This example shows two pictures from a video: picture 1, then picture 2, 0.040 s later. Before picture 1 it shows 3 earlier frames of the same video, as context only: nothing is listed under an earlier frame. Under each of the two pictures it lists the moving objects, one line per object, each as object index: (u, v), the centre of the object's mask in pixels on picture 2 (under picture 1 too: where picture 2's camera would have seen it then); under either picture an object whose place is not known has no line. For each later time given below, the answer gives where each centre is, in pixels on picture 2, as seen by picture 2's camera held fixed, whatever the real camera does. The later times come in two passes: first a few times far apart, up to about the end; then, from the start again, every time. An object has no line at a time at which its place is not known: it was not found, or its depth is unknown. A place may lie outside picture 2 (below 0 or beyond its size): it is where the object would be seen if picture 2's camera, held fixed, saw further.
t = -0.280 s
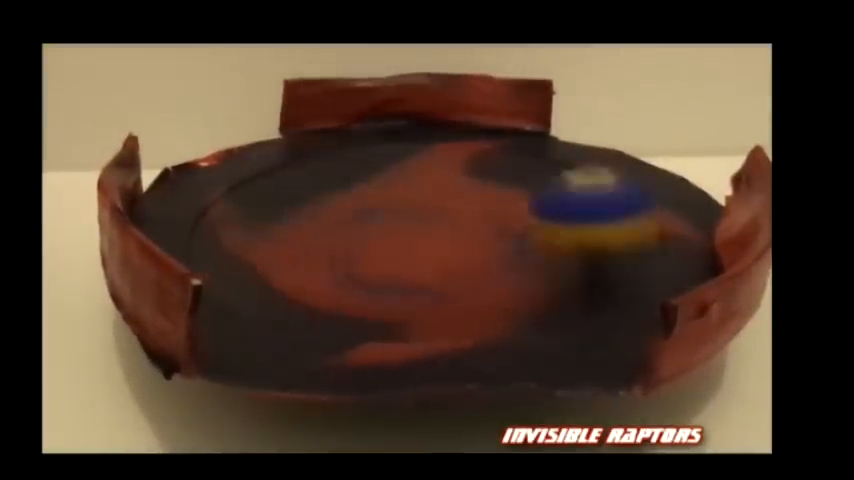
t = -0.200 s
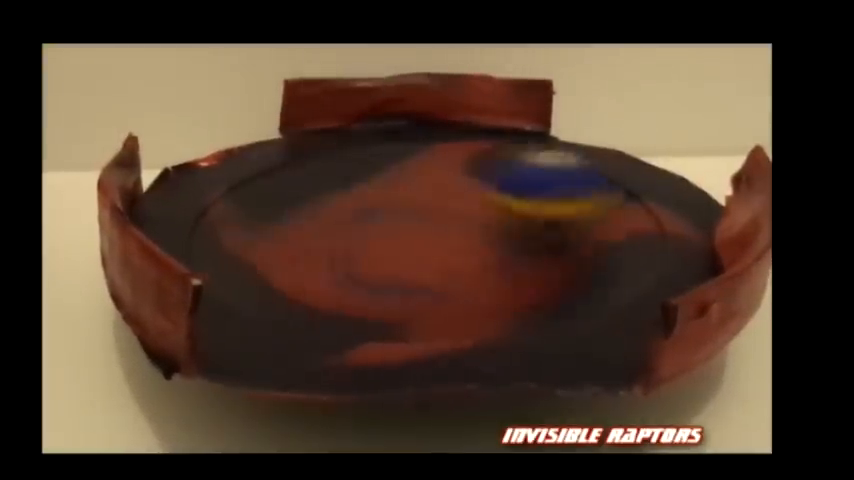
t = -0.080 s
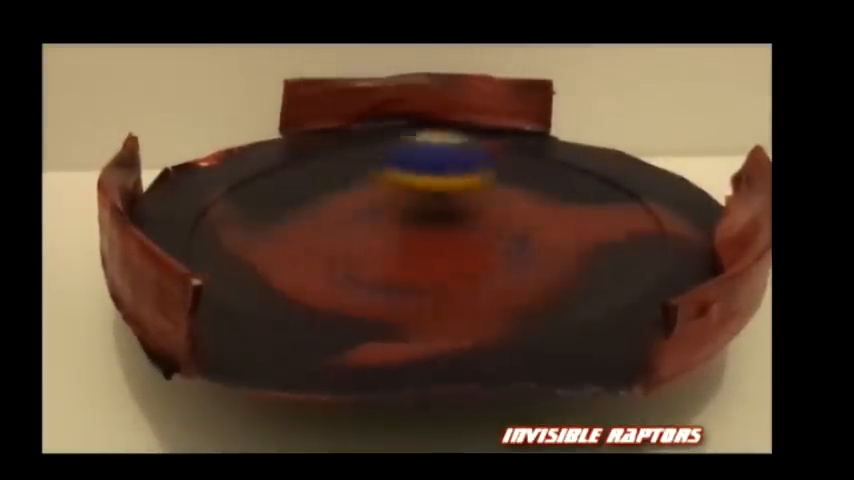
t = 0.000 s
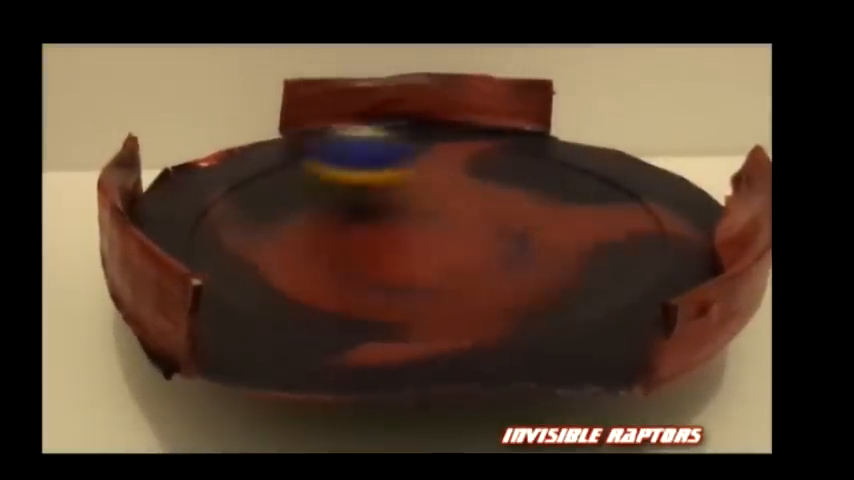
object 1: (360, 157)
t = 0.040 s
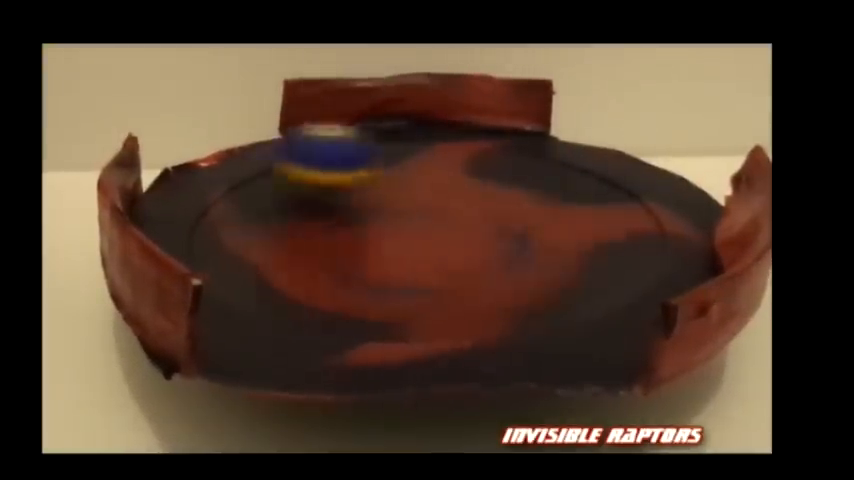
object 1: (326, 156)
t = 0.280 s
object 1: (264, 221)
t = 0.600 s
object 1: (550, 175)
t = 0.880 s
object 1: (403, 142)
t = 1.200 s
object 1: (388, 253)
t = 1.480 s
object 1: (561, 204)
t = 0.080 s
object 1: (291, 160)
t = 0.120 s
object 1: (262, 166)
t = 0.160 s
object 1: (242, 175)
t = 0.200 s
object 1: (229, 190)
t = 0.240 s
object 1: (238, 203)
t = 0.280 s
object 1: (264, 221)
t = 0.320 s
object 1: (297, 231)
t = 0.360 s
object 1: (363, 238)
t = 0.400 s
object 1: (415, 239)
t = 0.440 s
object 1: (462, 234)
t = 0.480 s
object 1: (503, 222)
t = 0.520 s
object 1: (537, 205)
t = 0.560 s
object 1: (553, 190)
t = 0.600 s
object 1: (550, 175)
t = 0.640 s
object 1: (548, 158)
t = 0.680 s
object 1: (542, 148)
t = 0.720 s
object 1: (522, 136)
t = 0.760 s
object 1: (497, 128)
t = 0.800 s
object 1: (468, 128)
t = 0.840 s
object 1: (439, 135)
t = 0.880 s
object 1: (403, 142)
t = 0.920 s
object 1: (378, 153)
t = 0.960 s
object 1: (355, 170)
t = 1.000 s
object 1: (345, 184)
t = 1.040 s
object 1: (336, 200)
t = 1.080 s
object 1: (336, 212)
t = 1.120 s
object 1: (342, 230)
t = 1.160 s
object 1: (363, 242)
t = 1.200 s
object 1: (388, 253)
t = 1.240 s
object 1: (421, 258)
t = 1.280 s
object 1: (477, 259)
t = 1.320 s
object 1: (521, 255)
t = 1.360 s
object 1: (554, 244)
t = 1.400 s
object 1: (571, 230)
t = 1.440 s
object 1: (574, 215)
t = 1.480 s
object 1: (561, 204)
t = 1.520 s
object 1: (533, 189)
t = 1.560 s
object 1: (506, 179)
